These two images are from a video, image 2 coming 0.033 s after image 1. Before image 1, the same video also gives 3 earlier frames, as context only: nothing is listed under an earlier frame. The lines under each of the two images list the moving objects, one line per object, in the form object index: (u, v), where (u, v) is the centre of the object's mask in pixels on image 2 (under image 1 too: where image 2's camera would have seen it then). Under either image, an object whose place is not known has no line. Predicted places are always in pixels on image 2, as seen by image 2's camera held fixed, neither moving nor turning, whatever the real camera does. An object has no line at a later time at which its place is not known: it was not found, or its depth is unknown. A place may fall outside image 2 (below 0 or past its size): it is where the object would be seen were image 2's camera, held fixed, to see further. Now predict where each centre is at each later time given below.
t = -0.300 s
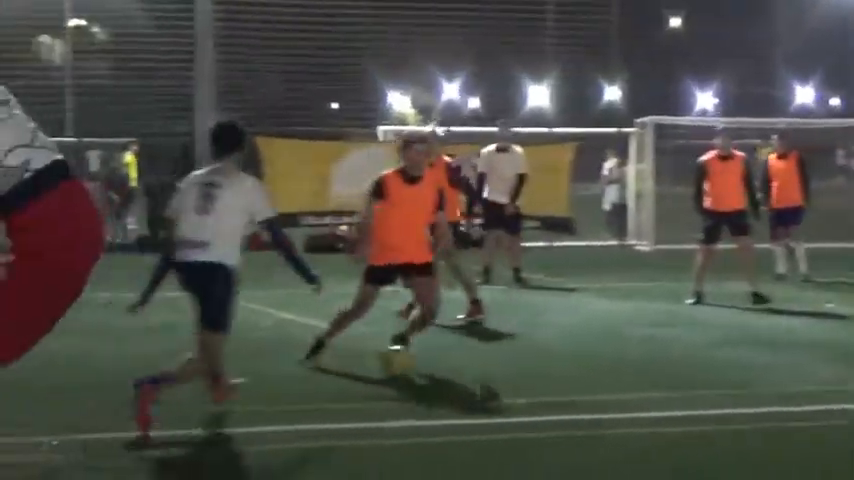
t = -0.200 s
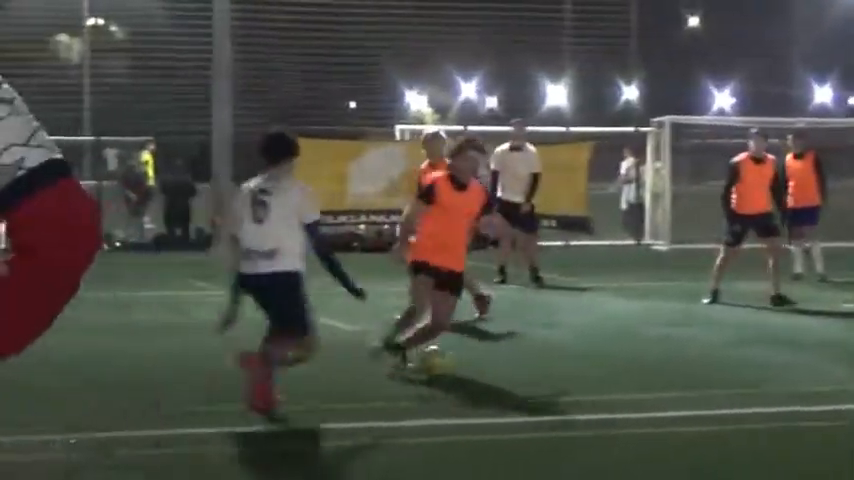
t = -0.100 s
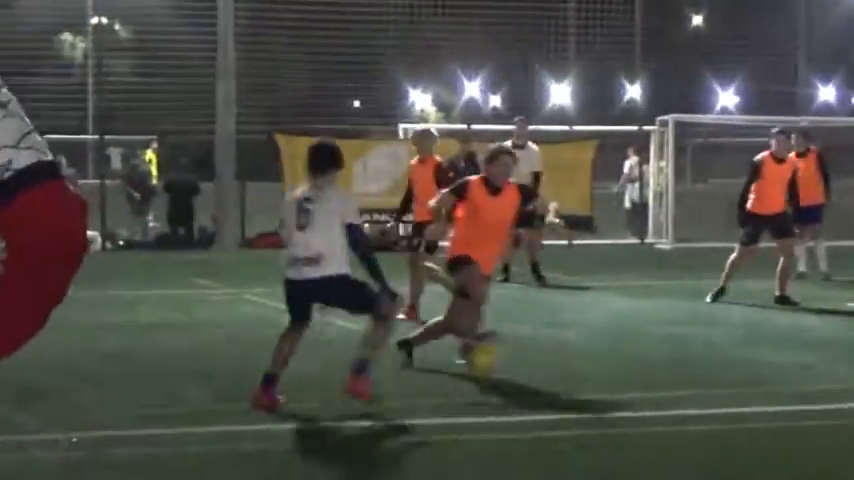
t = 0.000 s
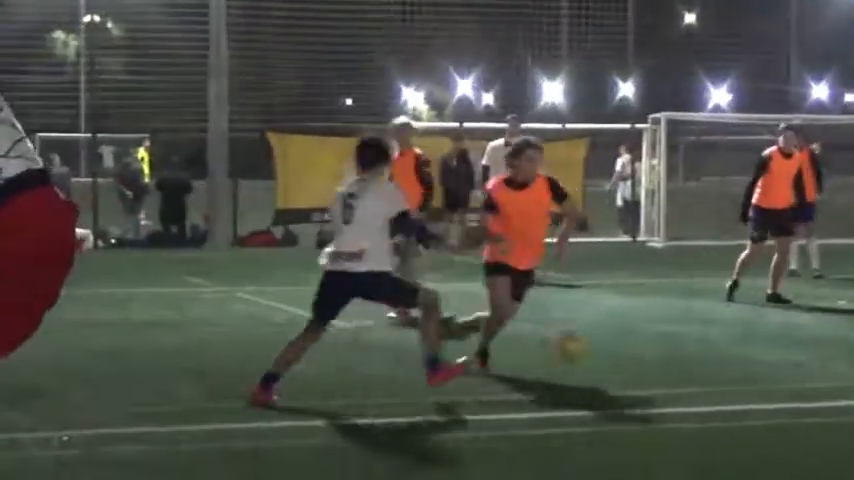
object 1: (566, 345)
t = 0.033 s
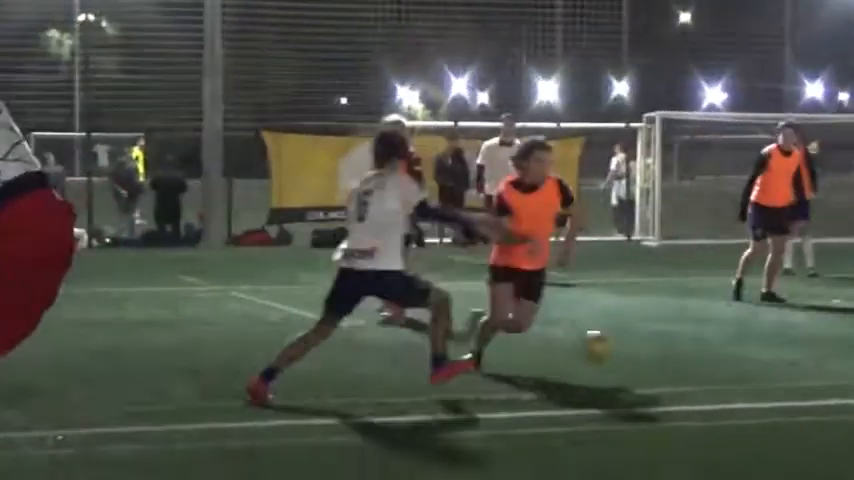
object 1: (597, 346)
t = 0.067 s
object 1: (632, 344)
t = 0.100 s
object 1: (664, 352)
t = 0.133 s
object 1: (696, 358)
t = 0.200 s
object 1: (762, 375)
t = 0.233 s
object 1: (787, 372)
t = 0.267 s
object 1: (813, 370)
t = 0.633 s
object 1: (1086, 402)
